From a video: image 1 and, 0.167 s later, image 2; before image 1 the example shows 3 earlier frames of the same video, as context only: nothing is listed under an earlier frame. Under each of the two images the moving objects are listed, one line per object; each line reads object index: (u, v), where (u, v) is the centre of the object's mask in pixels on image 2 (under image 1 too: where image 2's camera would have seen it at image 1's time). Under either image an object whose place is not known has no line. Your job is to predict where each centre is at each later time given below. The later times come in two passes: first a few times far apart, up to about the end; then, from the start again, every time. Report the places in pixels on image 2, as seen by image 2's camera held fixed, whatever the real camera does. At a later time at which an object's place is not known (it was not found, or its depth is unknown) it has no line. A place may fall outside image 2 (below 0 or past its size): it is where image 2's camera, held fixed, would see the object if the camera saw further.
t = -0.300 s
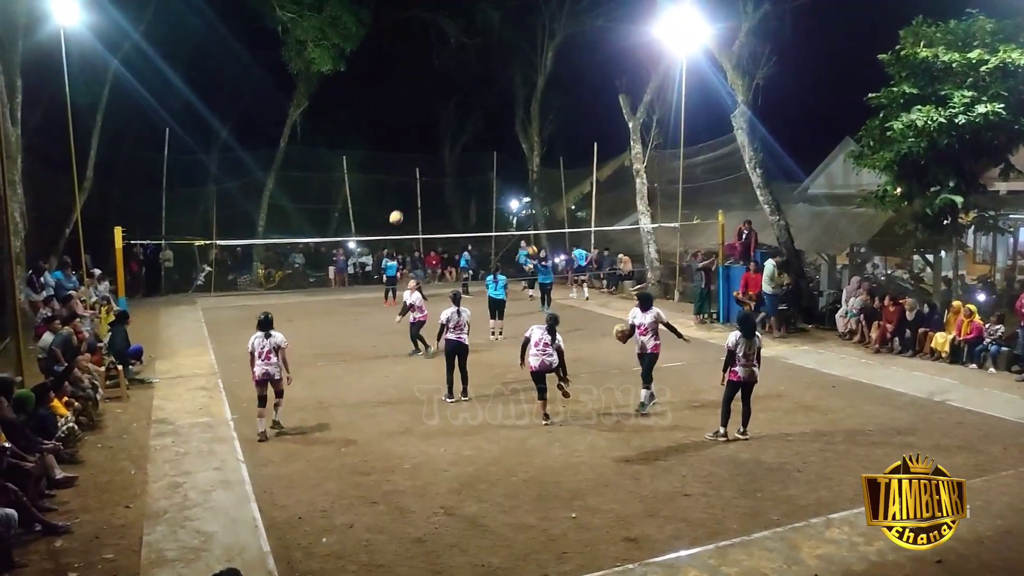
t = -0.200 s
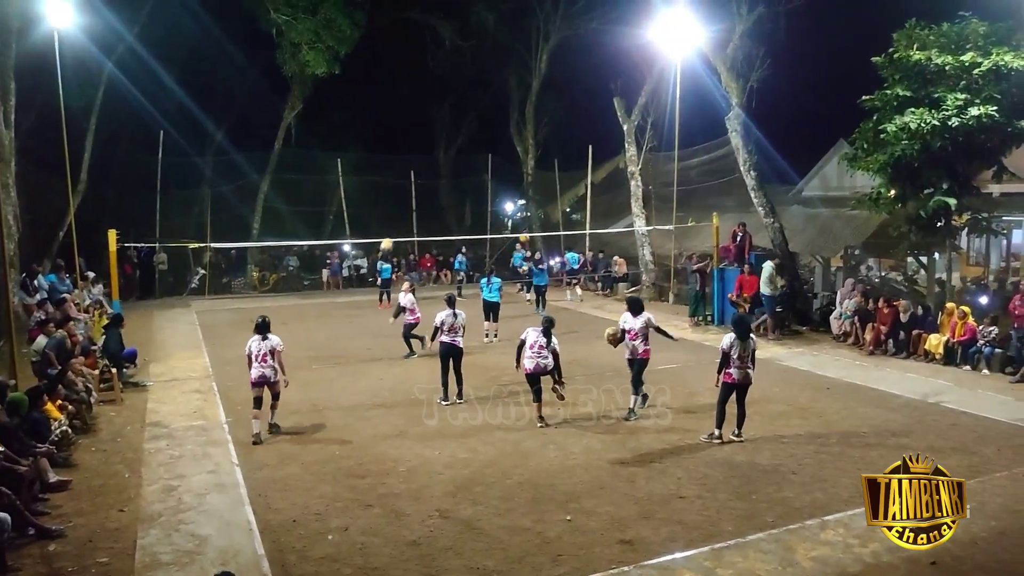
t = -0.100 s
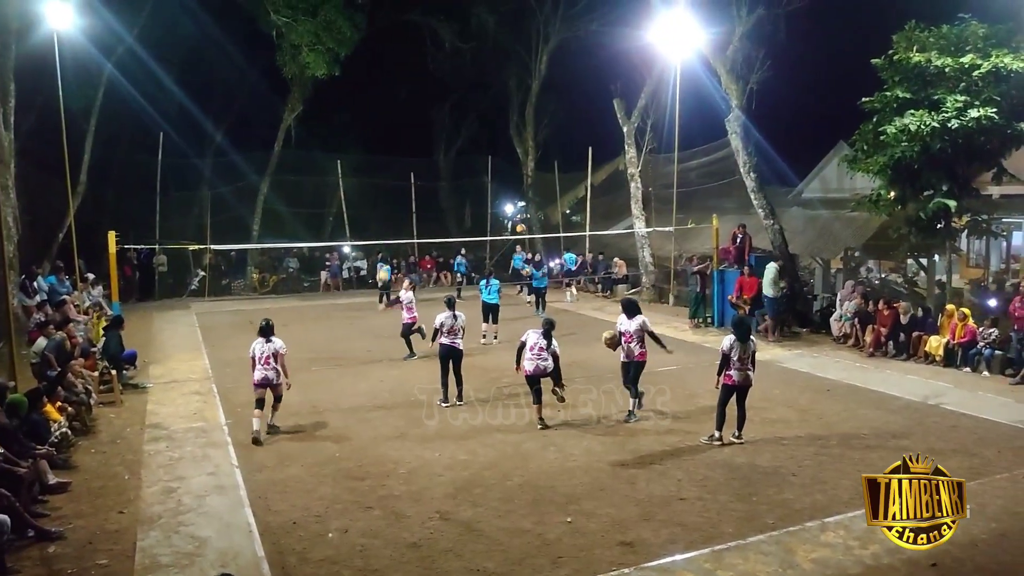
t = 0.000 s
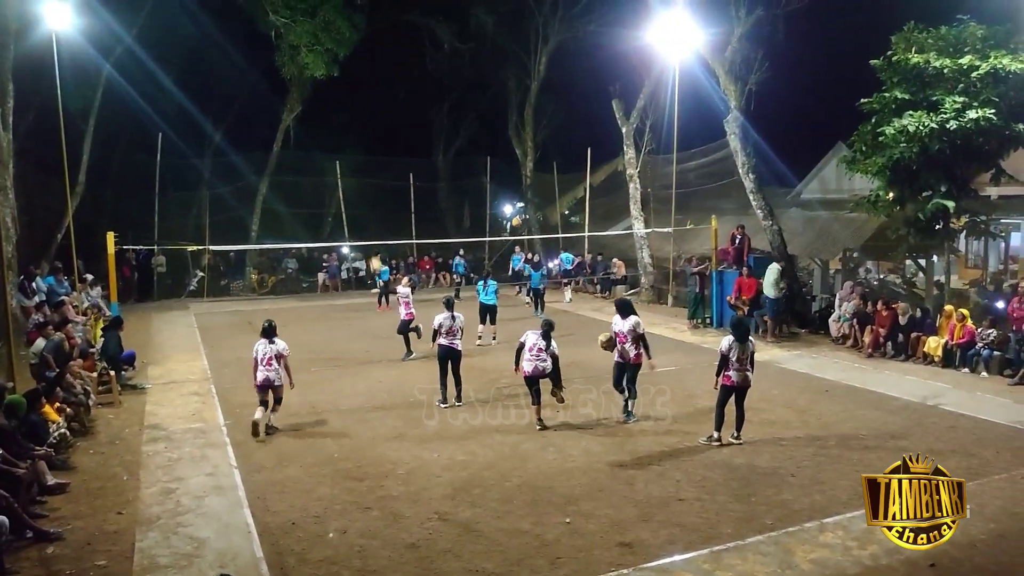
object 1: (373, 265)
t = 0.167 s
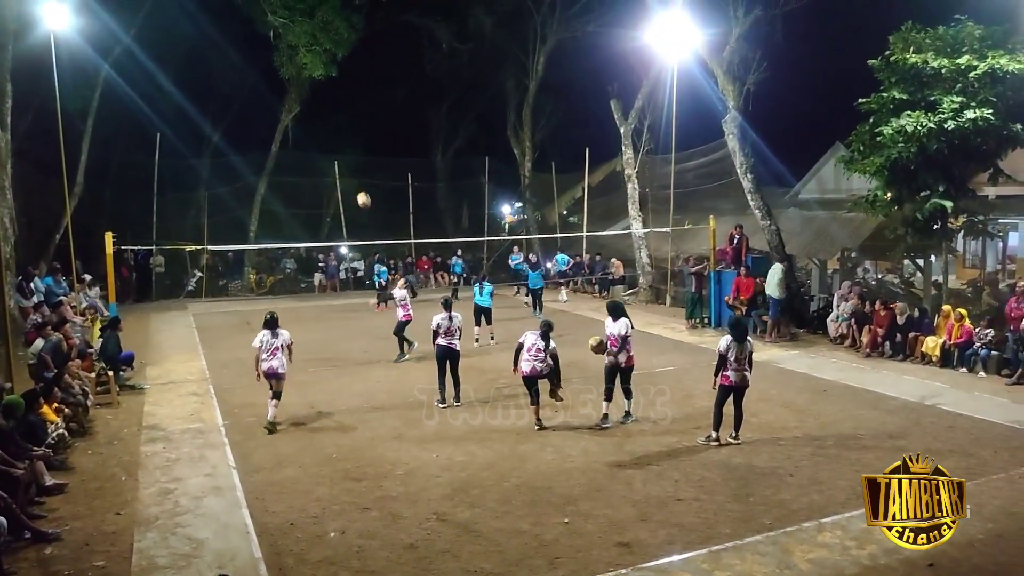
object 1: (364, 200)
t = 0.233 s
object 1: (359, 178)
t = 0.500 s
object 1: (344, 114)
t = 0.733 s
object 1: (332, 92)
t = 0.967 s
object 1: (322, 101)
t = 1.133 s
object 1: (317, 127)
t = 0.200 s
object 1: (362, 189)
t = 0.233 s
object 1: (359, 178)
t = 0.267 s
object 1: (357, 167)
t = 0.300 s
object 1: (355, 158)
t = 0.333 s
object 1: (353, 149)
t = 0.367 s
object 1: (351, 141)
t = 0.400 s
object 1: (349, 134)
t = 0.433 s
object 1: (347, 126)
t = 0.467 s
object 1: (346, 120)
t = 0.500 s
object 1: (344, 114)
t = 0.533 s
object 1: (342, 109)
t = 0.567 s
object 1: (340, 105)
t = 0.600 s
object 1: (339, 101)
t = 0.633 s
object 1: (337, 98)
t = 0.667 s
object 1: (336, 95)
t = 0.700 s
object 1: (334, 93)
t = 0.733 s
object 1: (332, 92)
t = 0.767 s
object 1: (331, 91)
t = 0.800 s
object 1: (329, 91)
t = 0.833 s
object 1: (328, 92)
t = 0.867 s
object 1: (326, 93)
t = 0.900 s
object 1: (325, 95)
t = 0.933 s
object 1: (324, 98)
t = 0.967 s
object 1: (322, 101)
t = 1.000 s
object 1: (321, 105)
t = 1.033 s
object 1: (320, 109)
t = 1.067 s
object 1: (319, 114)
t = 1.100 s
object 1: (318, 120)
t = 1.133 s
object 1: (317, 127)
